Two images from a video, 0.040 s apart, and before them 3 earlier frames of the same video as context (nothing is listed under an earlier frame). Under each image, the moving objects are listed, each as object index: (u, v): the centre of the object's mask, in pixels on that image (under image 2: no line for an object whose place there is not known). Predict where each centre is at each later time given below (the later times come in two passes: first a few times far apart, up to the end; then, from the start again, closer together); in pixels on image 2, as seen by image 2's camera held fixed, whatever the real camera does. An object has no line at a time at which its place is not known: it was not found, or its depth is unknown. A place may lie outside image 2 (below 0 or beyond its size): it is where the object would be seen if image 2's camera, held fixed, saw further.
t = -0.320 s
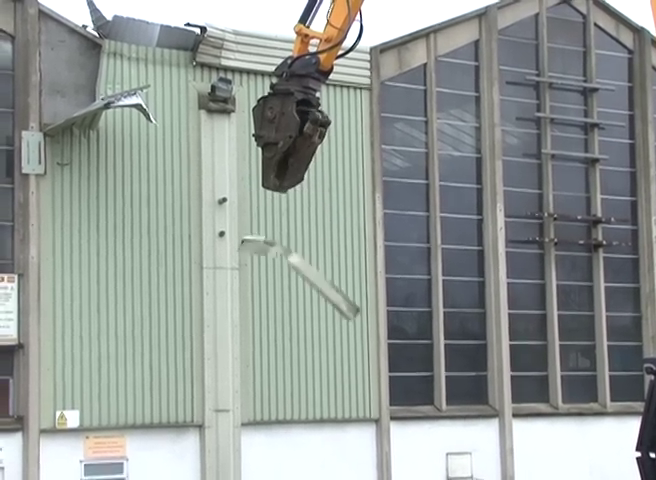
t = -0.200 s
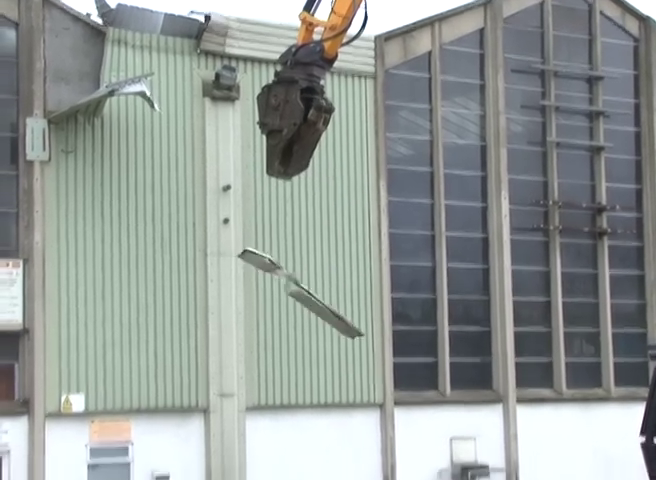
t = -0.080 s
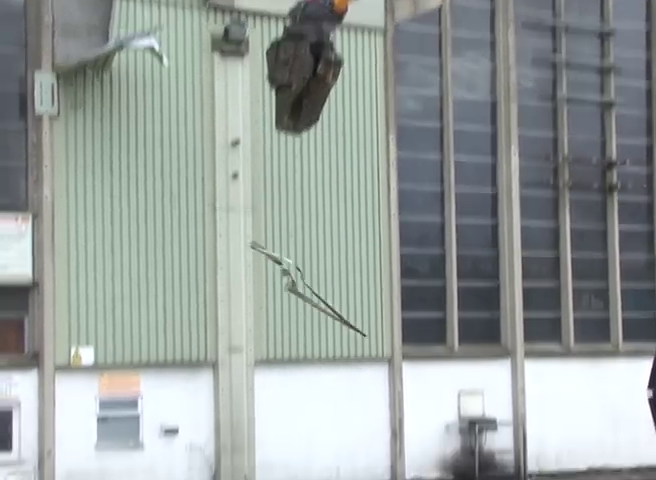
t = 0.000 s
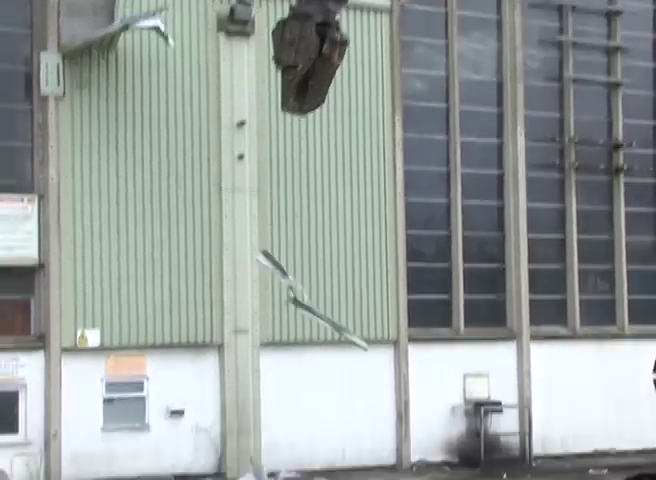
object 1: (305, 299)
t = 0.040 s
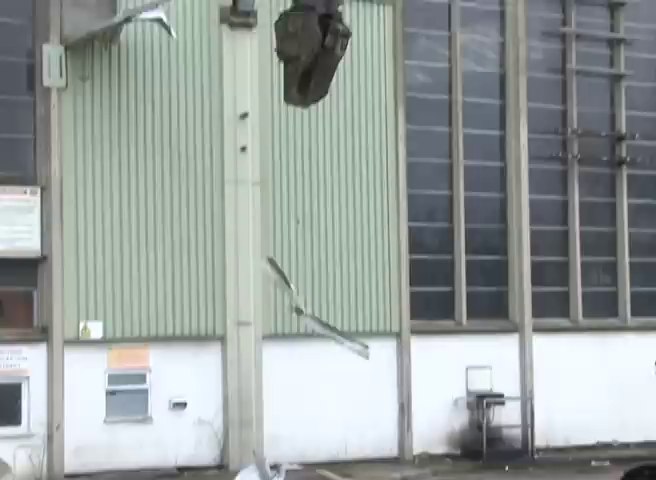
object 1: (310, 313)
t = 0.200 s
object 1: (313, 388)
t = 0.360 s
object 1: (311, 467)
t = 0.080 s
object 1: (310, 331)
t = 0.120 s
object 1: (310, 348)
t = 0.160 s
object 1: (311, 366)
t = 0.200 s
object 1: (313, 388)
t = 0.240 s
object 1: (314, 409)
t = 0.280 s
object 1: (313, 430)
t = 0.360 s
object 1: (311, 467)
